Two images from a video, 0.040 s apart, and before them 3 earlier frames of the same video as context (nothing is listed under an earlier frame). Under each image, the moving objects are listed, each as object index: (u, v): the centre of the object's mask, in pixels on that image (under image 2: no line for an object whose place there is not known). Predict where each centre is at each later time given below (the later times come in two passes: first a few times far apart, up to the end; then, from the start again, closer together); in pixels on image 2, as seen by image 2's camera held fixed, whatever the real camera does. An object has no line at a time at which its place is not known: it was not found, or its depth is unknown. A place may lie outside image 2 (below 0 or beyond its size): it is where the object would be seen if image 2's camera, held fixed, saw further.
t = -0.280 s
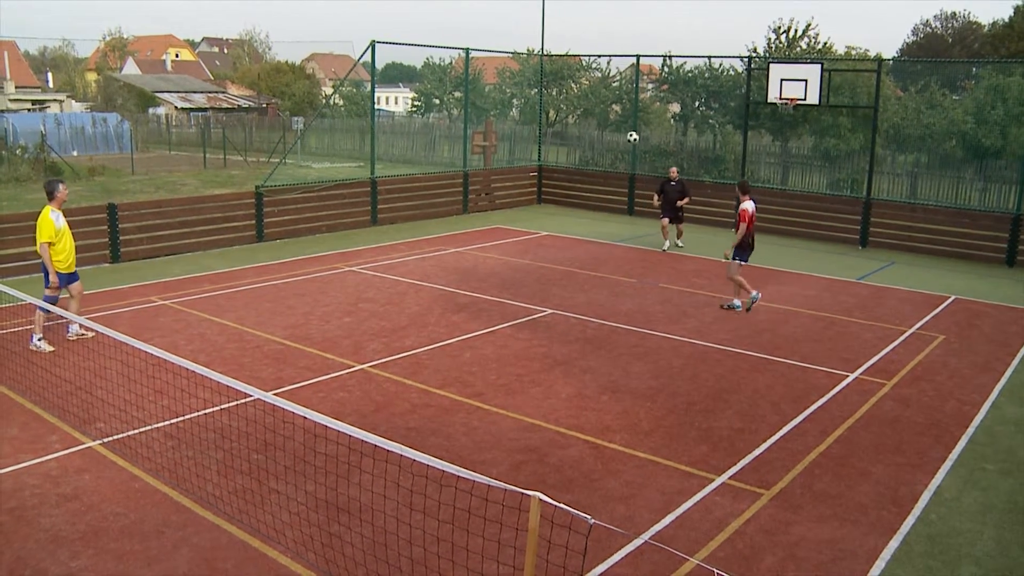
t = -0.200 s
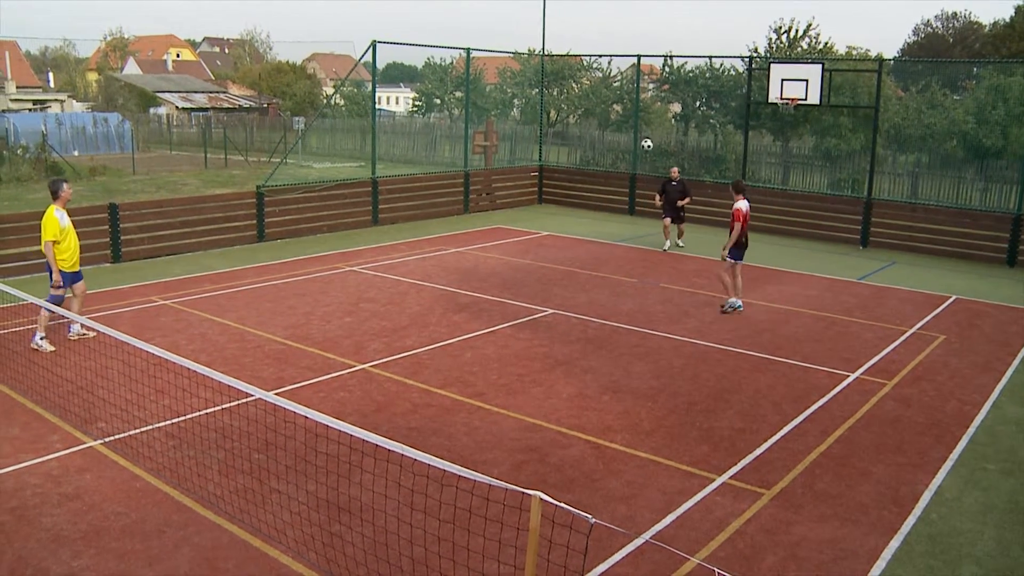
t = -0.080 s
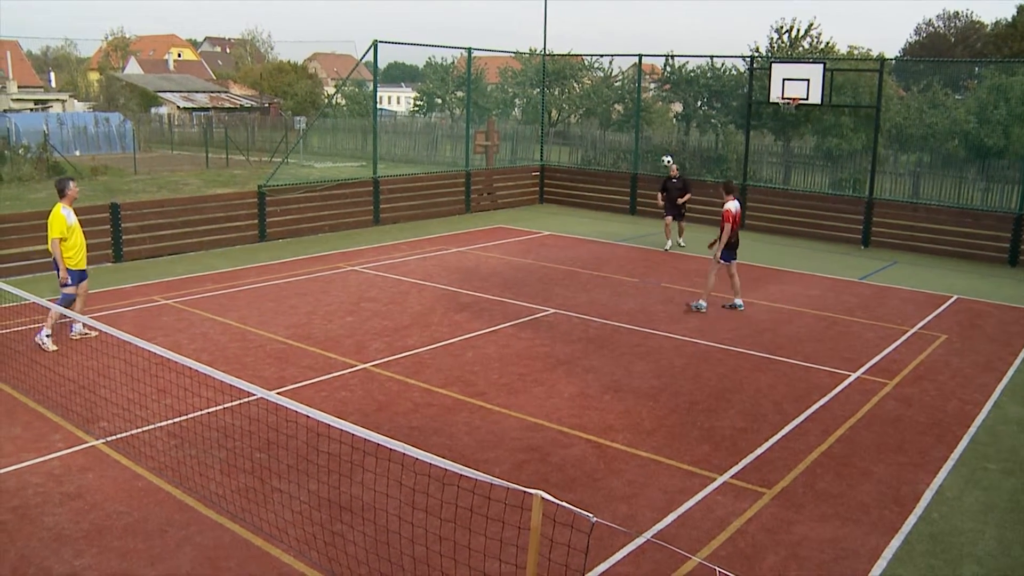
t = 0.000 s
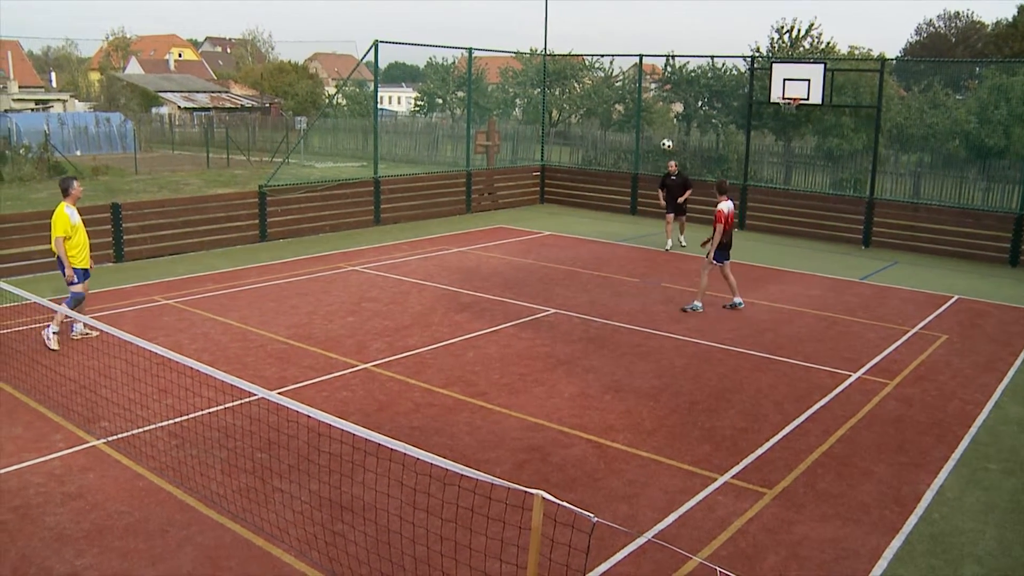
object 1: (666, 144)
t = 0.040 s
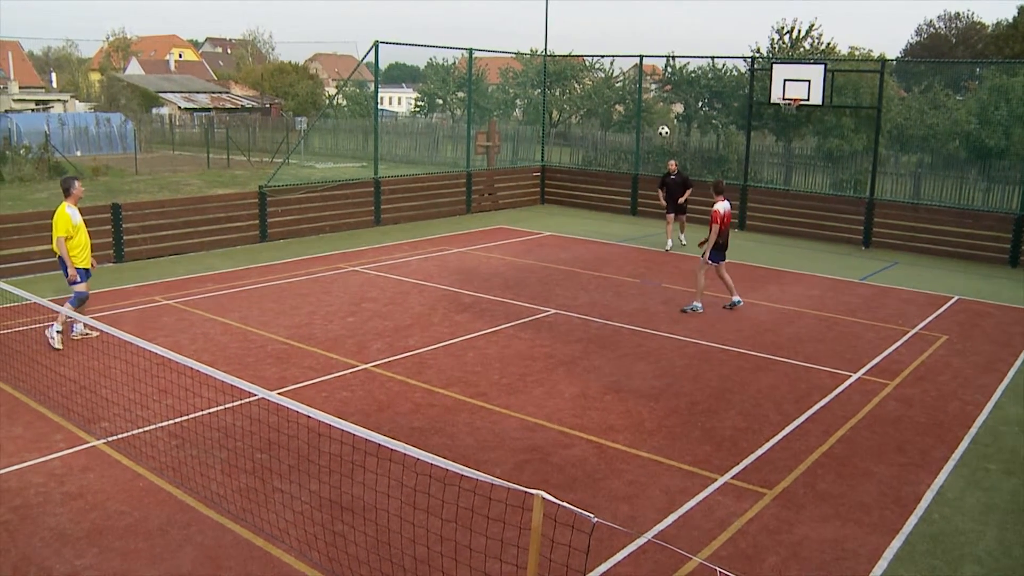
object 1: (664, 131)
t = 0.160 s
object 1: (653, 94)
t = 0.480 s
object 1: (623, 24)
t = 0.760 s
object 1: (592, 5)
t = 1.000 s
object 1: (559, 28)
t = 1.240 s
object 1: (521, 98)
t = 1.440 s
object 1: (484, 199)
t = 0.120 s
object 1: (657, 105)
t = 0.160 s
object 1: (653, 94)
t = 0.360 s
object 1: (635, 45)
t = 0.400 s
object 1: (631, 37)
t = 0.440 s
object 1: (627, 30)
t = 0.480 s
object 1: (623, 24)
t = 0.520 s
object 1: (619, 19)
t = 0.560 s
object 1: (615, 14)
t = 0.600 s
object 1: (610, 10)
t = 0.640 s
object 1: (606, 6)
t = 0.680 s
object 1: (601, 5)
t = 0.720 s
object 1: (596, 5)
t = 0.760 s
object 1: (592, 5)
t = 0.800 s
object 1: (587, 6)
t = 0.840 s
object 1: (581, 7)
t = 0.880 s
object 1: (576, 11)
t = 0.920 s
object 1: (570, 16)
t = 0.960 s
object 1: (565, 21)
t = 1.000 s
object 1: (559, 28)
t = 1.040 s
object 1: (553, 37)
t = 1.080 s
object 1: (547, 46)
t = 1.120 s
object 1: (542, 56)
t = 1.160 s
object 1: (535, 68)
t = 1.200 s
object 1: (528, 82)
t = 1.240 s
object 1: (521, 98)
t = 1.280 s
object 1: (514, 115)
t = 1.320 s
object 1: (507, 133)
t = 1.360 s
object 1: (499, 153)
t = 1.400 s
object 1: (492, 175)
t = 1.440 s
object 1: (484, 199)
